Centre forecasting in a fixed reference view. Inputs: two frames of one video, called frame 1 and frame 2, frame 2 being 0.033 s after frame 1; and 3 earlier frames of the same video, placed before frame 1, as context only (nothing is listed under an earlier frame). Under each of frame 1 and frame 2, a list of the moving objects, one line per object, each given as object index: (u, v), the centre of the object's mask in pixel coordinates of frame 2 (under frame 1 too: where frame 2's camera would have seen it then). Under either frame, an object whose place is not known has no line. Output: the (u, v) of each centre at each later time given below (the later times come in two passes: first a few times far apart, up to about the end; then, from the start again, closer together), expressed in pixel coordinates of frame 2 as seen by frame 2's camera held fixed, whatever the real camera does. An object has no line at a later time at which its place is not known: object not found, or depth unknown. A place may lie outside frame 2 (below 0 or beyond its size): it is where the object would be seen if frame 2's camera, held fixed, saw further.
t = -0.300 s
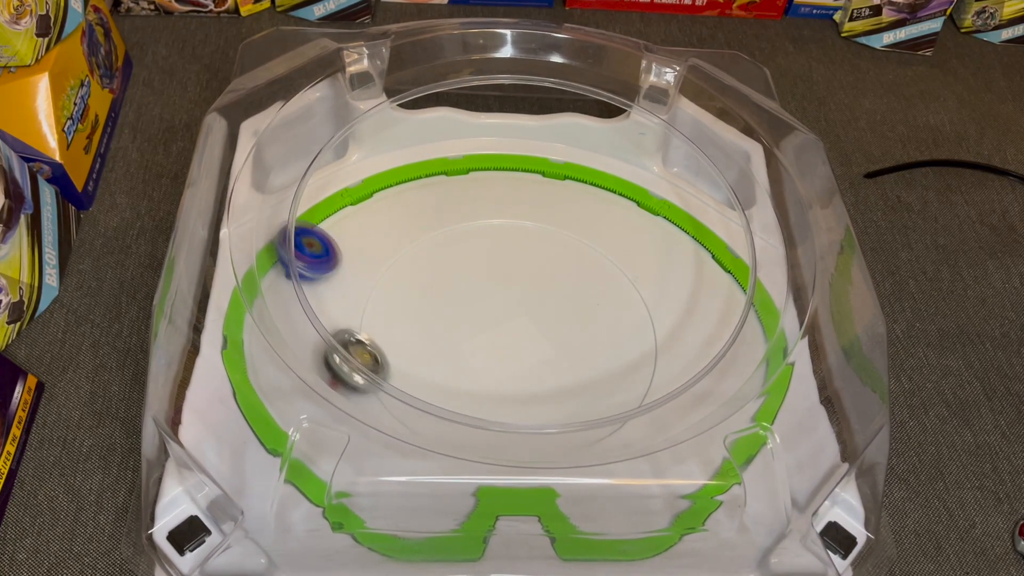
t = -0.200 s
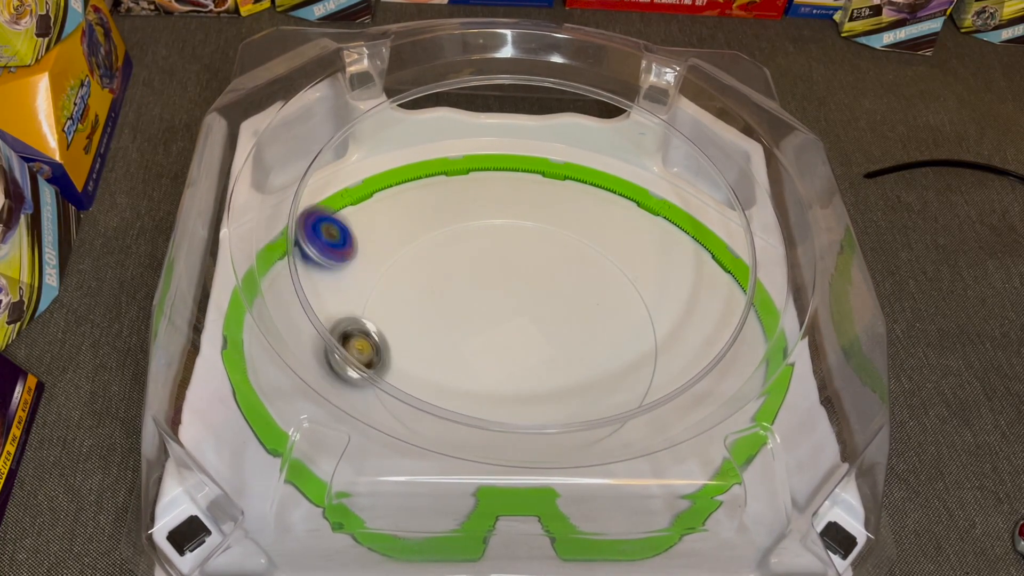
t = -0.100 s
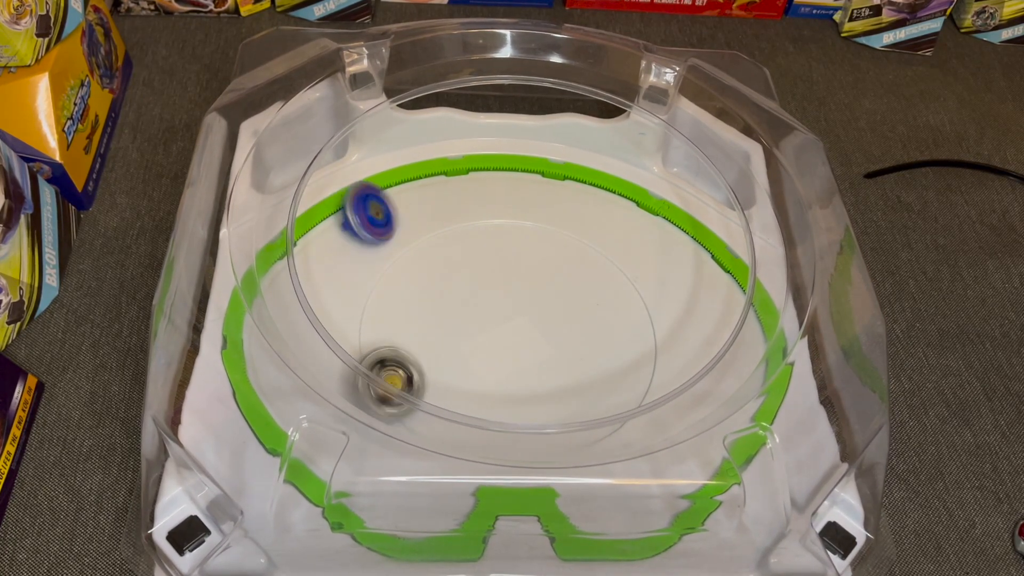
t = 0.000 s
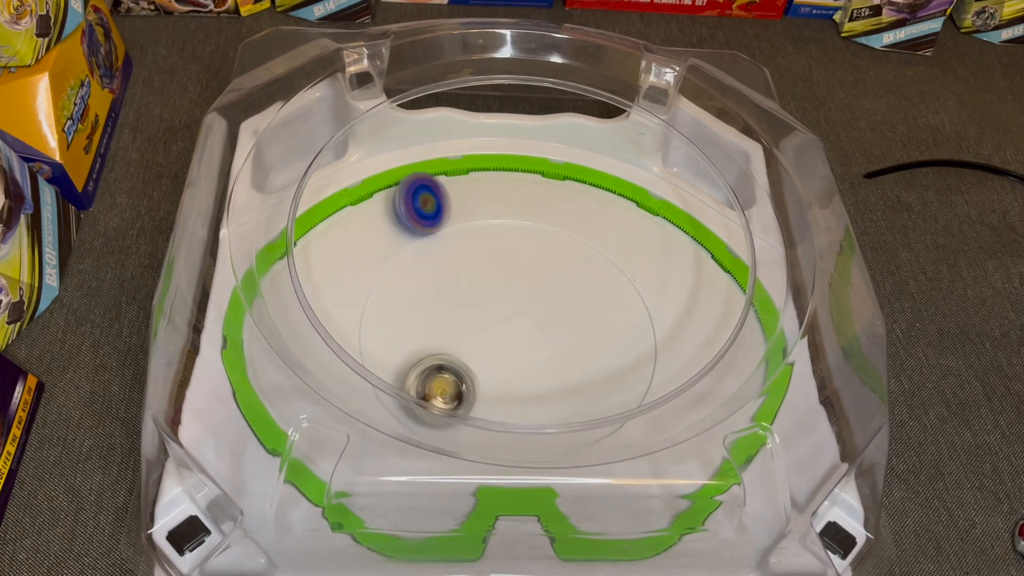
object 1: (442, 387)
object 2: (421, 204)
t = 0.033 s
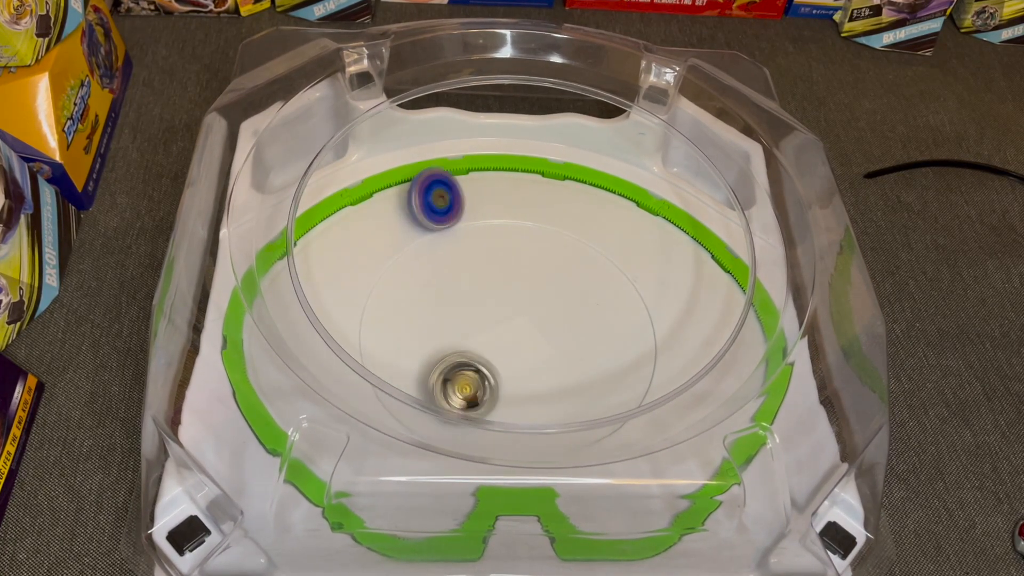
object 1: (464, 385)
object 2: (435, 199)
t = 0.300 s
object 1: (641, 342)
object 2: (542, 187)
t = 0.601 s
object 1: (699, 321)
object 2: (668, 243)
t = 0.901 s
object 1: (592, 502)
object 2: (669, 300)
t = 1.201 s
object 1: (402, 479)
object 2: (575, 371)
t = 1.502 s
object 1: (275, 359)
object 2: (455, 345)
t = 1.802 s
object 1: (325, 271)
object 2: (448, 273)
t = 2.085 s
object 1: (434, 264)
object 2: (512, 263)
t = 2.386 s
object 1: (472, 267)
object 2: (627, 358)
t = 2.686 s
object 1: (516, 310)
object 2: (502, 400)
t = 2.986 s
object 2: (430, 331)
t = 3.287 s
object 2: (474, 295)
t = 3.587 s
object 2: (464, 298)
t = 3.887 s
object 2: (483, 330)
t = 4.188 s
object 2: (499, 347)
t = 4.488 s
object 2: (481, 365)
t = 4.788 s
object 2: (484, 363)
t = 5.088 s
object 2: (490, 349)
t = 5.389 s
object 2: (490, 349)
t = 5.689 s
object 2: (491, 349)
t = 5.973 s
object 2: (491, 349)
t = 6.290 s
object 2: (491, 349)
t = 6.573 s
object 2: (491, 349)
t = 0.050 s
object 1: (476, 385)
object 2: (442, 199)
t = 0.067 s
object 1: (488, 384)
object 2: (448, 196)
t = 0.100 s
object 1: (512, 380)
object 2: (461, 190)
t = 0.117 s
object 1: (523, 378)
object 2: (467, 188)
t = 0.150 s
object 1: (546, 373)
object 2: (480, 181)
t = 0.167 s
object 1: (558, 370)
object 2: (487, 179)
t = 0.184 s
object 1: (568, 367)
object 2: (494, 176)
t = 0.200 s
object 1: (579, 363)
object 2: (501, 173)
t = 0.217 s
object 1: (590, 361)
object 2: (510, 174)
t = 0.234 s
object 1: (600, 357)
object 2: (515, 176)
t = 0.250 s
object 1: (611, 353)
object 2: (522, 180)
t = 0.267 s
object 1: (621, 349)
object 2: (529, 181)
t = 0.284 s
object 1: (631, 346)
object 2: (536, 184)
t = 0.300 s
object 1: (641, 342)
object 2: (542, 187)
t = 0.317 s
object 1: (650, 338)
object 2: (548, 188)
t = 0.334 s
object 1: (657, 334)
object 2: (555, 191)
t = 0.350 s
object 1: (659, 330)
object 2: (562, 192)
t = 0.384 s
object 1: (663, 324)
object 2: (577, 196)
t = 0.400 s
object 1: (665, 321)
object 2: (584, 198)
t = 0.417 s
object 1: (667, 318)
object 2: (591, 201)
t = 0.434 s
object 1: (669, 317)
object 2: (599, 201)
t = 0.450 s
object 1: (671, 314)
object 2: (607, 204)
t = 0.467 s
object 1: (674, 314)
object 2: (615, 208)
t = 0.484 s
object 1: (676, 313)
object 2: (622, 212)
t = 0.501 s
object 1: (680, 312)
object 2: (630, 216)
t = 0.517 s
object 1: (681, 313)
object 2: (636, 218)
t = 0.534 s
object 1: (685, 313)
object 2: (642, 223)
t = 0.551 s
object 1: (689, 314)
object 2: (648, 226)
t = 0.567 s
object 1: (692, 316)
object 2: (655, 232)
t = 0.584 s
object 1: (696, 318)
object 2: (663, 239)
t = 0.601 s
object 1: (699, 321)
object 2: (668, 243)
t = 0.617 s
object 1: (702, 323)
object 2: (673, 249)
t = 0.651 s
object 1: (708, 330)
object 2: (685, 261)
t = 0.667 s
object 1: (711, 333)
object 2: (690, 267)
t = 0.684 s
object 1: (714, 337)
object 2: (694, 274)
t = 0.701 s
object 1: (716, 340)
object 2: (699, 281)
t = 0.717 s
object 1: (718, 344)
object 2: (702, 286)
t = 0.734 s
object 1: (715, 351)
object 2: (710, 289)
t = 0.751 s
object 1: (708, 373)
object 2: (721, 279)
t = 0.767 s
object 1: (692, 394)
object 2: (720, 277)
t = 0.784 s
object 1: (683, 427)
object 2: (715, 277)
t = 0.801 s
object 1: (672, 442)
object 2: (708, 280)
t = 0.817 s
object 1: (662, 463)
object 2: (698, 285)
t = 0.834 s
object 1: (648, 490)
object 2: (692, 289)
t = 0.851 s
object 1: (637, 502)
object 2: (686, 290)
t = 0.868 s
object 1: (621, 508)
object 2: (681, 293)
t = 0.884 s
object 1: (608, 505)
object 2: (674, 297)
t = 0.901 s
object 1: (592, 502)
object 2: (669, 300)
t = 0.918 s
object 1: (576, 502)
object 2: (665, 304)
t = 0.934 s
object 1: (560, 502)
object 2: (661, 307)
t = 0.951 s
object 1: (543, 504)
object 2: (656, 313)
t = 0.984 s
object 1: (511, 508)
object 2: (648, 322)
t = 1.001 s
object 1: (496, 505)
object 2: (645, 326)
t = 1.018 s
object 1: (484, 503)
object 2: (642, 331)
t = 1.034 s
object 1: (472, 504)
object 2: (638, 336)
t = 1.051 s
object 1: (464, 506)
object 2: (633, 341)
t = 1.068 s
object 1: (455, 509)
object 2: (627, 347)
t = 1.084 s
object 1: (446, 507)
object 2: (622, 351)
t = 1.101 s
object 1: (440, 504)
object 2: (616, 355)
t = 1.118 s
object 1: (435, 499)
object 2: (610, 357)
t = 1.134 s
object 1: (429, 498)
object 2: (603, 362)
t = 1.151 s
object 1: (422, 497)
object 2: (597, 364)
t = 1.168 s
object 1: (415, 493)
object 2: (589, 367)
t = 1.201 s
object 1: (402, 479)
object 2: (575, 371)
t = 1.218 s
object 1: (393, 473)
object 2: (567, 373)
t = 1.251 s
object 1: (377, 461)
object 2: (552, 375)
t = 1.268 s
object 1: (370, 456)
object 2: (544, 376)
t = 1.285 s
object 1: (360, 451)
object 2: (536, 376)
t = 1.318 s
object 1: (342, 436)
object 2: (521, 375)
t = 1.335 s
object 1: (336, 434)
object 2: (515, 373)
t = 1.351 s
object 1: (329, 427)
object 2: (507, 372)
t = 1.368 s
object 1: (316, 421)
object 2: (501, 369)
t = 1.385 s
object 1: (312, 412)
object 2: (493, 368)
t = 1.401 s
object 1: (305, 402)
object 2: (488, 365)
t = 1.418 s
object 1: (295, 399)
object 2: (481, 363)
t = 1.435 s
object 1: (295, 391)
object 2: (475, 359)
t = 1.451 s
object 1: (287, 381)
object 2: (469, 356)
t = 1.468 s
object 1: (281, 375)
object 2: (465, 353)
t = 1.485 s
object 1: (277, 366)
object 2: (460, 349)
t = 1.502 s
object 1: (275, 359)
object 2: (455, 345)
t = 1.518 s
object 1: (270, 351)
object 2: (451, 340)
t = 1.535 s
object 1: (267, 342)
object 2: (447, 337)
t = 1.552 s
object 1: (263, 334)
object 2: (445, 332)
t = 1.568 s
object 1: (260, 326)
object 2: (442, 328)
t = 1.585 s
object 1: (260, 318)
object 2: (441, 323)
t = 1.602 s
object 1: (262, 312)
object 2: (438, 319)
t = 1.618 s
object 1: (264, 308)
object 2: (437, 314)
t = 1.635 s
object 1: (269, 306)
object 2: (436, 309)
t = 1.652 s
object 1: (276, 302)
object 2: (436, 306)
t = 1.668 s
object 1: (287, 293)
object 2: (436, 301)
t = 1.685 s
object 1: (290, 290)
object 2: (437, 297)
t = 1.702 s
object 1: (294, 288)
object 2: (437, 293)
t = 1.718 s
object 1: (299, 287)
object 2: (438, 289)
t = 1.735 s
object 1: (305, 282)
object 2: (440, 285)
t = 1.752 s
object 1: (310, 278)
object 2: (441, 281)
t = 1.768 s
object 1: (315, 276)
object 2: (443, 279)
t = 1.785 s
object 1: (319, 274)
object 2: (445, 275)
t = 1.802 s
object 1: (325, 271)
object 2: (448, 273)
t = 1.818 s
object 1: (329, 268)
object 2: (450, 270)
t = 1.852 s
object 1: (339, 264)
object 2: (456, 266)
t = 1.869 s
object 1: (344, 263)
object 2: (460, 265)
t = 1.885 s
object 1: (350, 261)
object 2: (463, 263)
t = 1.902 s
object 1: (356, 258)
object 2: (467, 261)
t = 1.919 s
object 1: (362, 258)
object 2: (469, 261)
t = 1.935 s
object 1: (368, 257)
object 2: (473, 259)
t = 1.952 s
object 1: (375, 257)
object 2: (477, 260)
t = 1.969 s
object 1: (381, 258)
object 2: (481, 259)
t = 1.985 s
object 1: (387, 258)
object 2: (486, 260)
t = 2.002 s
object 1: (394, 261)
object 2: (490, 259)
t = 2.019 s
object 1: (402, 260)
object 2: (495, 260)
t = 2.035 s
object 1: (410, 262)
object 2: (499, 260)
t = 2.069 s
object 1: (426, 263)
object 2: (507, 263)
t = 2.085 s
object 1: (434, 264)
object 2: (512, 263)
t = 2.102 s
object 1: (443, 264)
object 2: (515, 266)
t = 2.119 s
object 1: (452, 265)
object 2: (519, 266)
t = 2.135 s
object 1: (459, 267)
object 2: (524, 270)
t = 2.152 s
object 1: (464, 264)
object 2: (532, 274)
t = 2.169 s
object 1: (464, 259)
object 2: (546, 282)
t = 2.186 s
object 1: (463, 257)
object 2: (555, 287)
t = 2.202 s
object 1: (463, 255)
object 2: (565, 293)
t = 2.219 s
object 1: (463, 255)
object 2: (574, 301)
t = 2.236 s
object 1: (463, 255)
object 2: (582, 306)
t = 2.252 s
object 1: (466, 254)
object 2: (592, 313)
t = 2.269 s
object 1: (468, 255)
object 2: (597, 318)
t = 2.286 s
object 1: (469, 256)
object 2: (603, 324)
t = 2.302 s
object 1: (471, 257)
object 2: (609, 330)
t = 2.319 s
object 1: (471, 259)
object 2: (614, 335)
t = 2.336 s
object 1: (472, 259)
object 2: (619, 343)
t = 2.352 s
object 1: (472, 261)
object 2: (623, 346)
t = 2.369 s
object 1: (472, 264)
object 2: (627, 353)
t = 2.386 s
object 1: (472, 267)
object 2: (627, 358)
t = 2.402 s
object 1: (472, 270)
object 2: (627, 362)
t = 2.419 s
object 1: (474, 274)
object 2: (625, 368)
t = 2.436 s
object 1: (476, 277)
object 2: (623, 370)
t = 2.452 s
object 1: (479, 280)
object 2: (619, 377)
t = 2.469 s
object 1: (481, 283)
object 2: (615, 382)
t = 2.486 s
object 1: (483, 285)
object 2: (610, 386)
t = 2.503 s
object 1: (485, 286)
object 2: (602, 390)
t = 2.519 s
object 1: (487, 288)
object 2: (596, 390)
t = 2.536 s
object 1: (488, 289)
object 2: (588, 392)
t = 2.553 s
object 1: (489, 291)
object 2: (579, 395)
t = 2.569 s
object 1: (492, 293)
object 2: (571, 400)
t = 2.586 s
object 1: (495, 297)
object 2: (563, 399)
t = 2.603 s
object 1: (499, 299)
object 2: (553, 396)
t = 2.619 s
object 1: (503, 301)
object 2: (544, 397)
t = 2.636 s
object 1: (507, 303)
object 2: (534, 399)
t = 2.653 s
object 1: (510, 305)
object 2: (523, 400)
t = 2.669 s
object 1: (513, 309)
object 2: (512, 408)
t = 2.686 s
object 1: (516, 310)
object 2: (502, 400)
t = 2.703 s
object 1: (517, 313)
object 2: (497, 397)
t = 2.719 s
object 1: (519, 314)
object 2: (486, 395)
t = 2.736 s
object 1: (521, 315)
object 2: (478, 397)
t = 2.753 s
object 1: (521, 315)
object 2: (470, 396)
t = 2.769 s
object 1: (520, 316)
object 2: (462, 386)
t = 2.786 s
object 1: (520, 317)
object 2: (459, 378)
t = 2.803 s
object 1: (519, 318)
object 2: (452, 370)
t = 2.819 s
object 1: (519, 318)
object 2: (448, 367)
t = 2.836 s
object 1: (518, 318)
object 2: (440, 363)
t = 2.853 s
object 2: (435, 362)
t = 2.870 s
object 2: (430, 363)
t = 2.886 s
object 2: (423, 366)
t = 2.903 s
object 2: (423, 359)
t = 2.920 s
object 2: (424, 351)
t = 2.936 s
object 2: (423, 346)
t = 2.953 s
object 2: (423, 345)
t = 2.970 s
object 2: (425, 340)
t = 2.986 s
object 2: (430, 331)
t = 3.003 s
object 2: (434, 325)
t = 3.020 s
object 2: (436, 320)
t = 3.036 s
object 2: (440, 318)
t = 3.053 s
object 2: (445, 317)
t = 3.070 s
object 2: (452, 312)
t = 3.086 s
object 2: (456, 311)
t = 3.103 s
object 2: (462, 308)
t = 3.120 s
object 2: (466, 306)
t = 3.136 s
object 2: (468, 302)
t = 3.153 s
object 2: (468, 300)
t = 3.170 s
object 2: (469, 299)
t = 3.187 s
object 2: (469, 298)
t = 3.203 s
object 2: (468, 297)
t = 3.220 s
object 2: (473, 296)
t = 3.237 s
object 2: (473, 295)
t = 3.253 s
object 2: (474, 296)
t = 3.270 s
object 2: (474, 296)
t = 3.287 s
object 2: (474, 295)
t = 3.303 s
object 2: (474, 295)
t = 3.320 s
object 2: (467, 295)
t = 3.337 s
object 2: (462, 295)
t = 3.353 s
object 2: (459, 293)
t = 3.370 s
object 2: (458, 292)
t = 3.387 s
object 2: (458, 291)
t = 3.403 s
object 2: (457, 289)
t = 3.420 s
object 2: (458, 289)
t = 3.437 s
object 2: (459, 289)
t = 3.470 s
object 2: (462, 292)
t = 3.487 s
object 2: (463, 291)
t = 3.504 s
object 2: (464, 292)
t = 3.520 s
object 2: (465, 294)
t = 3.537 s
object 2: (466, 295)
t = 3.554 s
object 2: (465, 298)
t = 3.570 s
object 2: (464, 298)
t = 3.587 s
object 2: (464, 298)
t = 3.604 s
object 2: (464, 298)
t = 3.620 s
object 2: (466, 300)
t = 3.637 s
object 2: (466, 301)
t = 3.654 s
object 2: (467, 302)
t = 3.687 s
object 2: (472, 304)
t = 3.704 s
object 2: (473, 308)
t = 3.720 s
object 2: (475, 310)
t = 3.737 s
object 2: (477, 312)
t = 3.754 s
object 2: (477, 314)
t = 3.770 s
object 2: (479, 318)
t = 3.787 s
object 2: (480, 318)
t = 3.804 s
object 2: (480, 319)
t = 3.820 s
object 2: (482, 321)
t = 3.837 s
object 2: (479, 324)
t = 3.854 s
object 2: (479, 329)
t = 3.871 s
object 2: (480, 330)
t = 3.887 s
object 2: (483, 330)
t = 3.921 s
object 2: (484, 338)
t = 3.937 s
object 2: (484, 339)
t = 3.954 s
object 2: (483, 342)
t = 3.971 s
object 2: (484, 344)
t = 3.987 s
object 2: (486, 345)
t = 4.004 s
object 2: (487, 347)
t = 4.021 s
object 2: (490, 346)
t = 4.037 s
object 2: (492, 347)
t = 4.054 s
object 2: (494, 348)
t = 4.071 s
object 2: (496, 348)
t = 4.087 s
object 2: (498, 348)
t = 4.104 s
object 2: (498, 348)
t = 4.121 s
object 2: (498, 350)
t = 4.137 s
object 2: (498, 352)
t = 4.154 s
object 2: (498, 350)
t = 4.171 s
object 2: (499, 348)
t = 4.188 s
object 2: (499, 347)
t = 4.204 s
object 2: (498, 348)
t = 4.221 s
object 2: (496, 350)
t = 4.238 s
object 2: (492, 352)
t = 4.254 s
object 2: (490, 352)
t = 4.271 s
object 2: (489, 353)
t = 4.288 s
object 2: (487, 355)
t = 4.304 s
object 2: (486, 357)
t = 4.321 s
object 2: (485, 359)
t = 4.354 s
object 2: (483, 364)
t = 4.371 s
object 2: (482, 365)
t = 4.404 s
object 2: (479, 365)
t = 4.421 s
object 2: (478, 365)
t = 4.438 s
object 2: (477, 365)
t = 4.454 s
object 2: (478, 365)
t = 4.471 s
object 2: (480, 365)
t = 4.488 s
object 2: (481, 365)
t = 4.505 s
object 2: (484, 365)
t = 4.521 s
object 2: (485, 366)
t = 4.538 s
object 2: (486, 366)
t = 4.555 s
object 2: (487, 366)
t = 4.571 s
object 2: (486, 366)
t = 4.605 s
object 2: (486, 365)
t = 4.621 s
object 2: (486, 365)
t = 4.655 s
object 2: (485, 365)
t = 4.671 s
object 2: (485, 365)
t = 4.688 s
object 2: (485, 365)
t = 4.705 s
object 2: (484, 365)
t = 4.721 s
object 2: (484, 364)
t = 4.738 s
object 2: (484, 364)
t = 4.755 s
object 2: (484, 364)
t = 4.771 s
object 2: (484, 364)
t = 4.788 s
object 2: (484, 363)
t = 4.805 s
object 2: (484, 363)
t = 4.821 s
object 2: (484, 362)
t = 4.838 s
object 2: (484, 362)
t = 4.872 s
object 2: (485, 360)
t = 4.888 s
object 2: (485, 359)
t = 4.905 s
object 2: (486, 358)
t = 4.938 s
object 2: (487, 357)
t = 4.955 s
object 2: (487, 355)
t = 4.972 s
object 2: (488, 354)
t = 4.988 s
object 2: (489, 352)
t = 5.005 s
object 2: (490, 351)
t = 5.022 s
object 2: (491, 350)
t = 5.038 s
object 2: (490, 350)
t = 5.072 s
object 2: (490, 350)
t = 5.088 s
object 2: (490, 349)
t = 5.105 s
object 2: (491, 349)
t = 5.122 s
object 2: (490, 349)
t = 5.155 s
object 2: (491, 349)
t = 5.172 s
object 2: (491, 349)
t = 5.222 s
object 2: (491, 349)
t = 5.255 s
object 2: (490, 349)
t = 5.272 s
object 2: (490, 349)
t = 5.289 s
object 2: (491, 349)
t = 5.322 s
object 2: (491, 349)
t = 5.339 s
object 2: (491, 349)
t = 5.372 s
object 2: (491, 349)
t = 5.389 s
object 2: (490, 349)
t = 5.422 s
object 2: (491, 349)
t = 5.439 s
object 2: (490, 349)
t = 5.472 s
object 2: (490, 349)
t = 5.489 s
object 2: (490, 349)
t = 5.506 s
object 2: (490, 349)
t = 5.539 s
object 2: (490, 349)
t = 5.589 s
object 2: (490, 349)
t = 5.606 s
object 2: (490, 349)
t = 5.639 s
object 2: (491, 349)
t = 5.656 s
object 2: (490, 349)
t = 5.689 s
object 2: (491, 349)
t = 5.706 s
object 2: (490, 349)
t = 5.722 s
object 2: (490, 349)
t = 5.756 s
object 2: (491, 349)
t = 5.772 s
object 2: (491, 349)
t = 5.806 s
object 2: (491, 349)
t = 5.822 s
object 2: (491, 349)
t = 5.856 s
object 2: (491, 349)
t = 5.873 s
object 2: (491, 349)
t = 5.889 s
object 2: (491, 349)
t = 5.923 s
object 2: (491, 349)
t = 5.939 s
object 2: (491, 349)
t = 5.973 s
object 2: (491, 349)
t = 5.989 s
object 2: (491, 349)
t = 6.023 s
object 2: (491, 349)
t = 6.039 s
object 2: (491, 349)
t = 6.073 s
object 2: (491, 349)
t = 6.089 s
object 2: (491, 349)
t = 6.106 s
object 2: (490, 349)
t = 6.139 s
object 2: (491, 349)
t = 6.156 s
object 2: (491, 349)
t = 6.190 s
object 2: (491, 349)
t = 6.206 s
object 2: (491, 349)
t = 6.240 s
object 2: (491, 349)
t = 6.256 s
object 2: (491, 349)
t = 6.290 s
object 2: (491, 349)
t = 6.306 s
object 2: (491, 349)
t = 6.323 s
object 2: (491, 349)
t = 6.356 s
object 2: (491, 349)
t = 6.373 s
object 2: (491, 349)
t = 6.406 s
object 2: (491, 349)
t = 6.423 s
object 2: (491, 349)
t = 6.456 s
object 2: (491, 349)
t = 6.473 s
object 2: (491, 349)
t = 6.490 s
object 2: (491, 349)
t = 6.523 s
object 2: (491, 349)
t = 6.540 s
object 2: (491, 349)
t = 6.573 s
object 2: (491, 349)
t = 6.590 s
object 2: (491, 349)
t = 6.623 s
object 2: (491, 349)
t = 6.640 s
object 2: (491, 349)
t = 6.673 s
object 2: (491, 349)
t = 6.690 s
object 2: (491, 349)
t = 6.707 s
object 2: (491, 349)
